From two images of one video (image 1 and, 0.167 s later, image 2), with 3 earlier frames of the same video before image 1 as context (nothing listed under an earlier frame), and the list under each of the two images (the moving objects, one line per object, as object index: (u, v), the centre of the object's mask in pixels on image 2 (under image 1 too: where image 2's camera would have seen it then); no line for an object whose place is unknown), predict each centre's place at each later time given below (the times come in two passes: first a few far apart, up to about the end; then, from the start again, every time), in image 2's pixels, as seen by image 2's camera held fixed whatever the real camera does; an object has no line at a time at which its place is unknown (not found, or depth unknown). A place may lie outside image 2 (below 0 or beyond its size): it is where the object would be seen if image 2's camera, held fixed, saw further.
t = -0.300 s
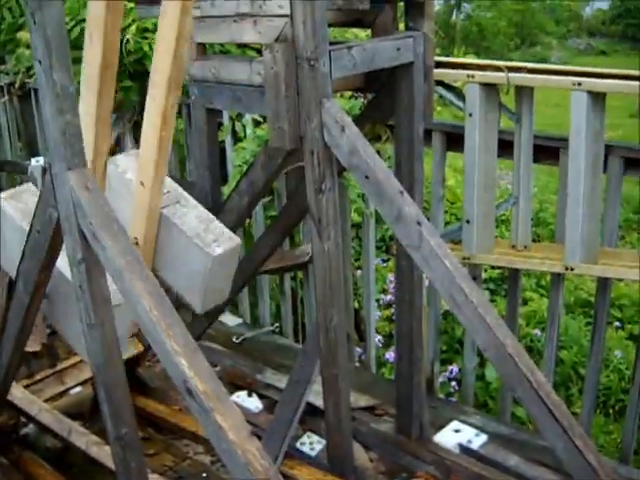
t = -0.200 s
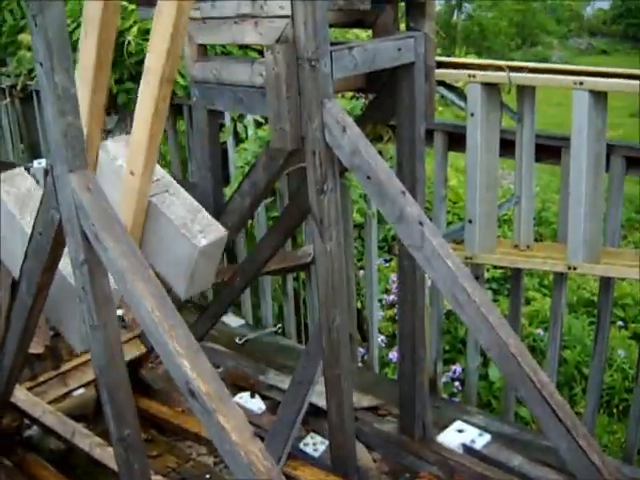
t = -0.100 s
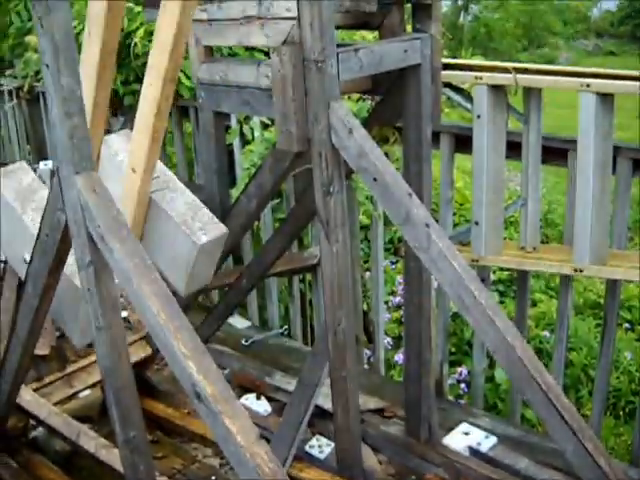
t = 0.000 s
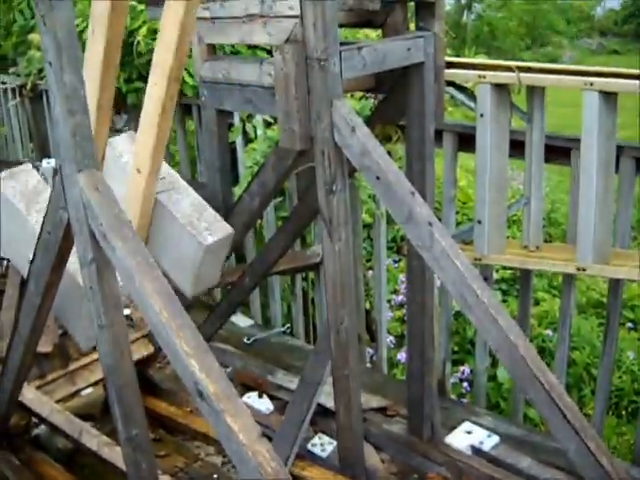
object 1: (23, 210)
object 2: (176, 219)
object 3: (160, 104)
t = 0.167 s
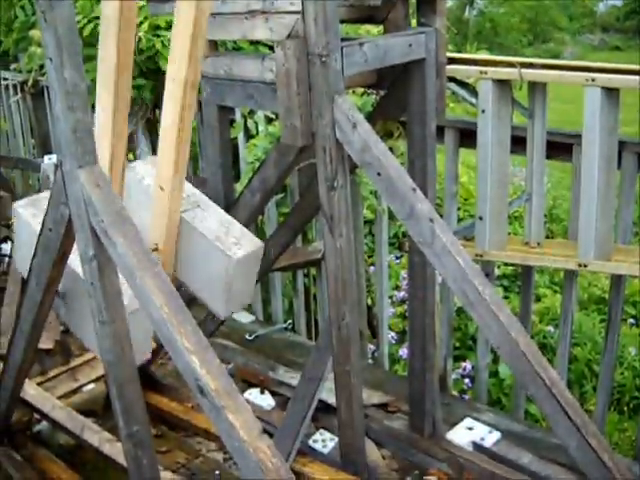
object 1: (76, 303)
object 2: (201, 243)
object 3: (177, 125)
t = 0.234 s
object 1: (145, 343)
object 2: (218, 257)
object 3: (189, 137)
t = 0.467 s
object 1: (244, 363)
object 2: (311, 303)
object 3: (247, 168)
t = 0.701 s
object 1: (313, 384)
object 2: (439, 308)
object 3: (312, 168)
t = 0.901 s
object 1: (349, 378)
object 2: (490, 289)
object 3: (338, 153)
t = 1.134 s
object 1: (333, 381)
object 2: (469, 297)
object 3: (329, 164)
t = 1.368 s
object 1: (240, 378)
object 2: (375, 312)
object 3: (276, 181)
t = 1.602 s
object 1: (155, 363)
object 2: (249, 277)
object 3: (209, 169)
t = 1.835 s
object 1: (22, 217)
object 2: (188, 230)
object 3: (165, 131)
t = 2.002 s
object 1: (18, 205)
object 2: (175, 215)
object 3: (155, 122)
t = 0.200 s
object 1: (76, 303)
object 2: (209, 249)
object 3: (182, 131)
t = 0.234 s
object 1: (145, 343)
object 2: (218, 257)
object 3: (189, 137)
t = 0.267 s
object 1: (149, 352)
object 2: (228, 264)
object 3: (195, 144)
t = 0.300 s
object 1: (152, 359)
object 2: (239, 272)
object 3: (203, 148)
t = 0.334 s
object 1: (156, 365)
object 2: (251, 279)
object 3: (211, 154)
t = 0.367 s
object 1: (134, 350)
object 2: (264, 286)
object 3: (219, 157)
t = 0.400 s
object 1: (144, 359)
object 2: (278, 292)
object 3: (228, 162)
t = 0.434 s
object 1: (161, 371)
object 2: (294, 298)
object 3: (238, 163)
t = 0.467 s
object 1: (244, 363)
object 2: (311, 303)
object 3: (247, 168)
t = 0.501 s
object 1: (226, 368)
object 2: (328, 307)
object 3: (257, 171)
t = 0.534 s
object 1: (231, 376)
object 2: (344, 309)
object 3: (267, 172)
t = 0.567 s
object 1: (244, 380)
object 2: (379, 315)
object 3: (277, 174)
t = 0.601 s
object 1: (262, 384)
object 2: (395, 314)
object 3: (286, 174)
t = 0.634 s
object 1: (294, 384)
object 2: (410, 313)
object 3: (295, 173)
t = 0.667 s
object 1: (304, 385)
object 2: (425, 310)
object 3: (304, 172)
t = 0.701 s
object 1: (313, 384)
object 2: (439, 308)
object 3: (312, 168)
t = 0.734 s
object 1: (321, 384)
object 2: (451, 305)
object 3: (319, 167)
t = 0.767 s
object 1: (328, 382)
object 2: (462, 301)
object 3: (324, 163)
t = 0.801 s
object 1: (335, 381)
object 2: (472, 297)
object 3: (329, 160)
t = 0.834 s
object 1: (341, 380)
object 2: (480, 294)
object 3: (333, 156)
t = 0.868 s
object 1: (346, 379)
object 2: (486, 291)
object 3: (336, 154)
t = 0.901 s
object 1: (349, 378)
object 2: (490, 289)
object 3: (338, 153)
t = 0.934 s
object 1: (351, 377)
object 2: (493, 287)
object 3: (339, 151)
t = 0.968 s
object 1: (352, 377)
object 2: (493, 287)
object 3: (336, 146)
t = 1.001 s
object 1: (351, 377)
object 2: (492, 287)
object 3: (337, 149)
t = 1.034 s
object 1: (350, 377)
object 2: (489, 289)
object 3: (335, 148)
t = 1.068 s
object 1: (345, 379)
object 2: (484, 291)
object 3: (336, 156)
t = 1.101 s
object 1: (340, 380)
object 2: (478, 294)
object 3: (332, 157)
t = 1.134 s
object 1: (333, 381)
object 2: (469, 297)
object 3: (329, 164)
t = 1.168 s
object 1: (327, 382)
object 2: (459, 300)
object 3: (324, 166)
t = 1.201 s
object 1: (319, 382)
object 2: (447, 303)
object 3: (317, 168)
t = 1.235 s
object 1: (311, 383)
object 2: (434, 307)
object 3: (311, 174)
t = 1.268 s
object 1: (302, 382)
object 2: (421, 309)
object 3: (303, 177)
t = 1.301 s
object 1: (291, 382)
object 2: (406, 311)
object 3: (295, 179)
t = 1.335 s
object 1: (257, 381)
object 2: (391, 312)
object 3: (286, 180)
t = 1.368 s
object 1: (240, 378)
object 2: (375, 312)
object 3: (276, 181)
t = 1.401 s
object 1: (227, 373)
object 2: (359, 311)
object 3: (266, 180)
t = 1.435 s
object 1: (220, 364)
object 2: (324, 305)
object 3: (256, 179)
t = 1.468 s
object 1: (240, 360)
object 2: (307, 301)
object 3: (246, 176)
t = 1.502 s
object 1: (161, 370)
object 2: (291, 296)
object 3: (236, 175)
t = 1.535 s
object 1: (141, 356)
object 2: (276, 291)
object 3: (227, 173)
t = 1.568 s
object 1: (132, 348)
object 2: (262, 284)
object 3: (218, 171)
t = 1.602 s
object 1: (155, 363)
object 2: (249, 277)
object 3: (209, 169)
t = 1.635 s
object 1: (151, 357)
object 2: (237, 270)
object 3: (201, 166)
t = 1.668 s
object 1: (148, 349)
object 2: (226, 262)
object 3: (193, 160)
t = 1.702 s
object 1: (144, 340)
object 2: (217, 255)
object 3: (186, 155)
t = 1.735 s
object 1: (76, 302)
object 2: (208, 248)
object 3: (180, 148)
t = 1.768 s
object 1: (76, 303)
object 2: (201, 242)
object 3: (175, 141)
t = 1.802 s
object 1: (24, 221)
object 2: (194, 235)
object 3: (169, 136)
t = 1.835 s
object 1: (22, 217)
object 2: (188, 230)
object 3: (165, 131)
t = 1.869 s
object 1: (21, 213)
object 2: (183, 225)
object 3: (162, 127)
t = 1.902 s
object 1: (20, 210)
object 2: (180, 221)
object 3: (159, 125)
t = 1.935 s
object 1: (19, 207)
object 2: (177, 218)
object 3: (157, 124)
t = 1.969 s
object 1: (36, 239)
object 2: (176, 216)
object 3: (156, 122)
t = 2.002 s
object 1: (18, 205)
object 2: (175, 215)
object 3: (155, 122)
